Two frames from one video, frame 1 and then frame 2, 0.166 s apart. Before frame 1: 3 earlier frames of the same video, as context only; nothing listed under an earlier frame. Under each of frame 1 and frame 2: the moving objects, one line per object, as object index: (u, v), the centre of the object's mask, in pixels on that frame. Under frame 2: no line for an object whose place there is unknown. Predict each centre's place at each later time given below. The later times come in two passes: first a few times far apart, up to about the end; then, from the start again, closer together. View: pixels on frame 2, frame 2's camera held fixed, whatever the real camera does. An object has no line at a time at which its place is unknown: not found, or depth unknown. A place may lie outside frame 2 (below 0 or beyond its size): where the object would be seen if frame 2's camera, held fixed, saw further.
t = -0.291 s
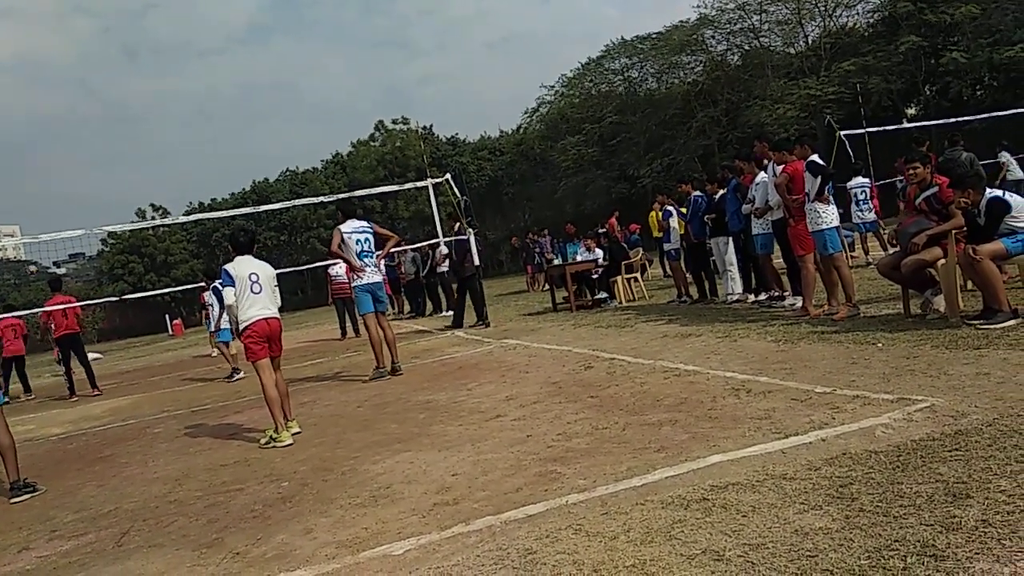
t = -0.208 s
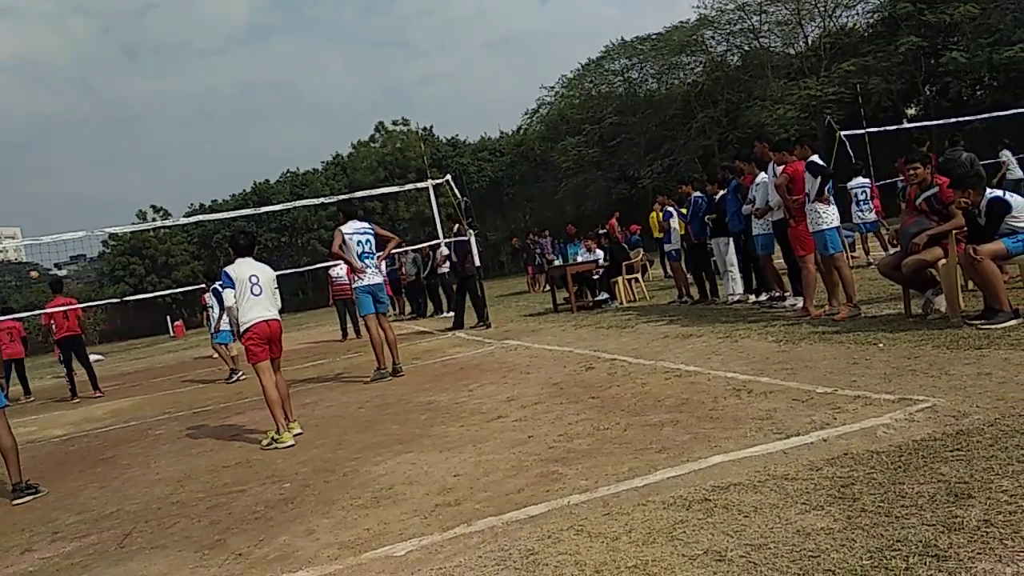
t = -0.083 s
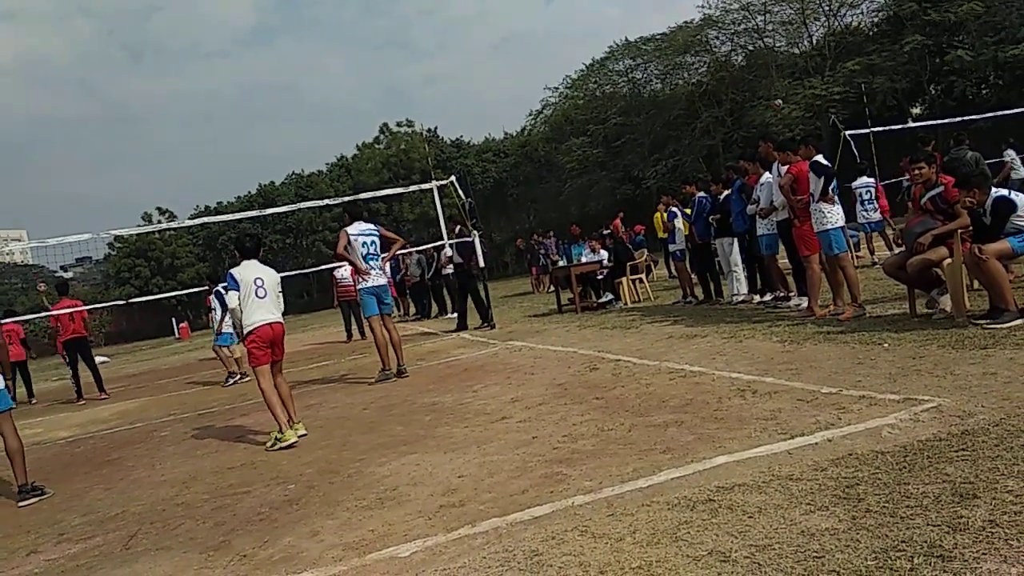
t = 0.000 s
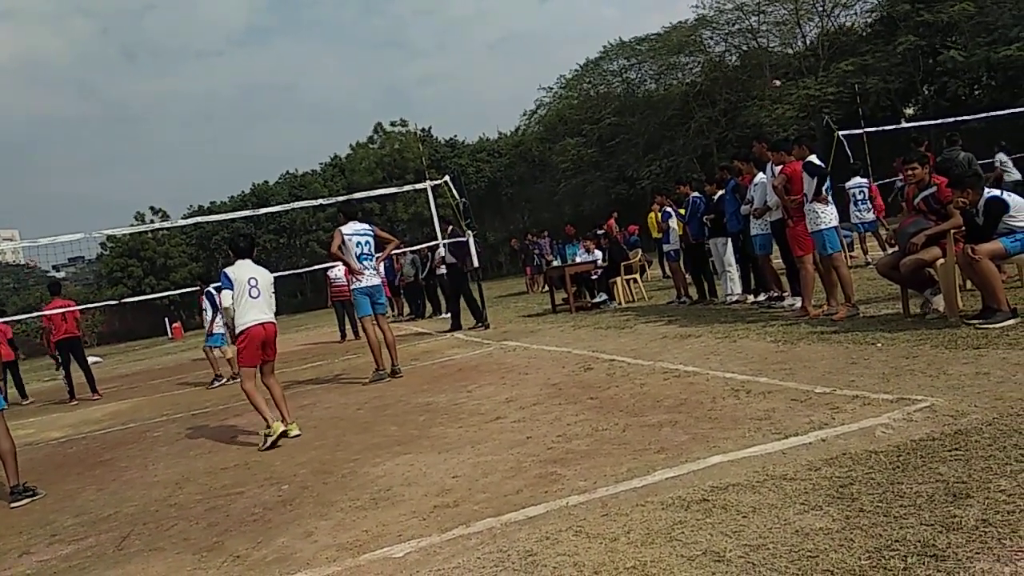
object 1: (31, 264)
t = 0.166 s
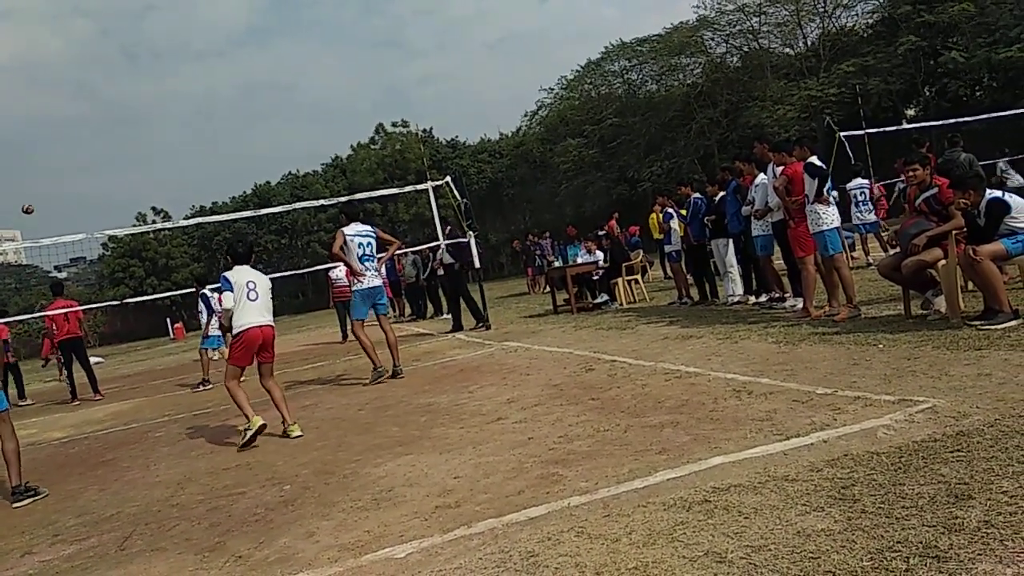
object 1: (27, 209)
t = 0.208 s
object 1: (27, 196)
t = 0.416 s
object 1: (28, 133)
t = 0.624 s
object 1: (37, 82)
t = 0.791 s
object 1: (45, 49)
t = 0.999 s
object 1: (68, 30)
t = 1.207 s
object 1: (106, 49)
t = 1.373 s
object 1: (161, 116)
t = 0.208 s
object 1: (27, 196)
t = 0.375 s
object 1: (28, 146)
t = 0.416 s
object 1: (28, 133)
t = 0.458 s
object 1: (29, 122)
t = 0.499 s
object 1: (31, 111)
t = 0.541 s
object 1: (33, 100)
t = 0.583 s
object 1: (35, 91)
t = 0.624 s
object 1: (37, 82)
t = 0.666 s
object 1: (39, 72)
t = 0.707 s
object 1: (41, 64)
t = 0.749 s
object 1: (43, 56)
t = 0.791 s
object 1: (45, 49)
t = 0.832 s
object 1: (49, 43)
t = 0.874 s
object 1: (53, 39)
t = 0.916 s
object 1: (57, 35)
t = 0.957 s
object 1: (62, 32)
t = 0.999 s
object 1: (68, 30)
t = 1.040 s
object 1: (74, 30)
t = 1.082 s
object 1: (80, 31)
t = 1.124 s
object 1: (88, 35)
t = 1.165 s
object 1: (97, 41)
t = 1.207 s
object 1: (106, 49)
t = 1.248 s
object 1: (118, 60)
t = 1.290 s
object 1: (130, 75)
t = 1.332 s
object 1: (145, 93)
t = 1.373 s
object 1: (161, 116)
